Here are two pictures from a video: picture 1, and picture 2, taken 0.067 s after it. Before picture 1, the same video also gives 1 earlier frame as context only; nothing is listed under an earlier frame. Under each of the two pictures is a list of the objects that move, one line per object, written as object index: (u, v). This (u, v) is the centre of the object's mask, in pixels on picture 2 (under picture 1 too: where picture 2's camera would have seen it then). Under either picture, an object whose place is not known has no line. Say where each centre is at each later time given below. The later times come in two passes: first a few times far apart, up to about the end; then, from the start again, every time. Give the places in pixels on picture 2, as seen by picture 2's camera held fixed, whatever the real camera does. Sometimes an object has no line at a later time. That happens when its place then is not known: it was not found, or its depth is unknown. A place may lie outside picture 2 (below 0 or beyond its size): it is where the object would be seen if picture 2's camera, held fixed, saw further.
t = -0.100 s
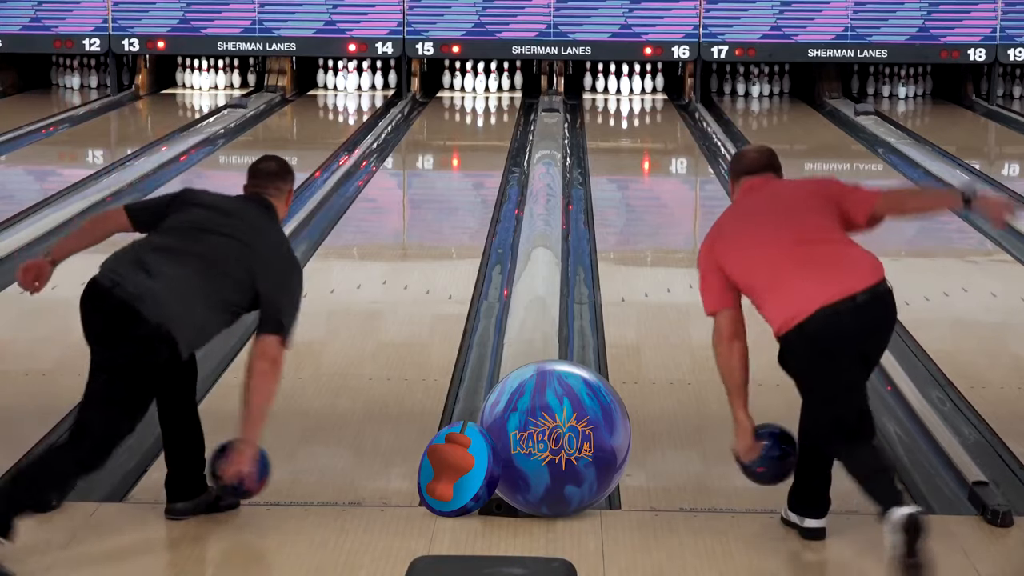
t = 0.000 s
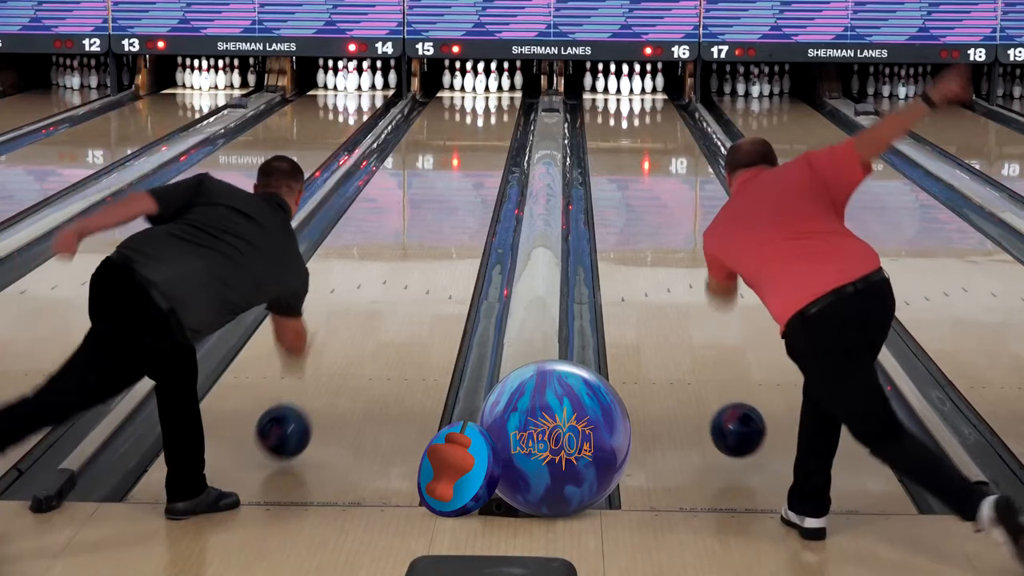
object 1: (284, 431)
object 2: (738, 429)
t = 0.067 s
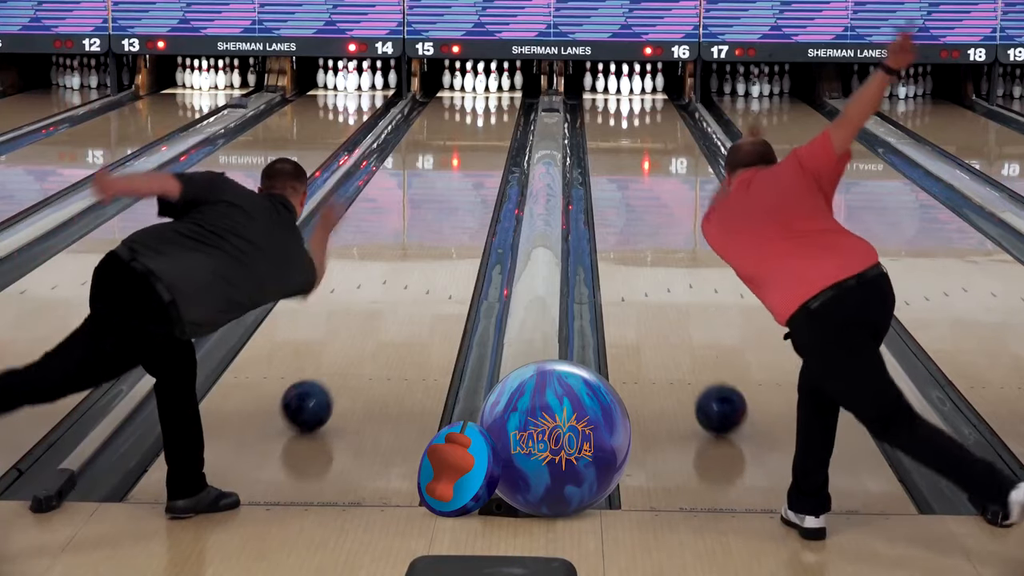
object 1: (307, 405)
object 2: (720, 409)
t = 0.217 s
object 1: (349, 347)
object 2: (691, 351)
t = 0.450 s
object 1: (396, 279)
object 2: (658, 281)
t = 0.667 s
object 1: (428, 233)
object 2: (636, 234)
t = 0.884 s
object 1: (451, 198)
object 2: (621, 198)
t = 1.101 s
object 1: (469, 170)
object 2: (609, 170)
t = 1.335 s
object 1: (484, 146)
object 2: (601, 146)
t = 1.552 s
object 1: (493, 128)
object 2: (597, 128)
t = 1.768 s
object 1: (498, 113)
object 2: (597, 113)
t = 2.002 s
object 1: (495, 100)
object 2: (603, 101)
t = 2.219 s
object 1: (488, 89)
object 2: (614, 91)
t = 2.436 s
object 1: (486, 83)
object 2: (622, 85)
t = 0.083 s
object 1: (312, 398)
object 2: (717, 401)
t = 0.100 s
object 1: (317, 391)
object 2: (713, 395)
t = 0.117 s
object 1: (322, 384)
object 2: (710, 389)
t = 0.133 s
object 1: (327, 377)
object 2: (706, 382)
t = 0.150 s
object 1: (332, 371)
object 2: (703, 375)
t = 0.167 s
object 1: (336, 365)
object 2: (700, 369)
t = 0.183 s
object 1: (341, 358)
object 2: (697, 363)
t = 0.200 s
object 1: (345, 352)
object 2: (693, 356)
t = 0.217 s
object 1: (349, 347)
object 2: (691, 351)
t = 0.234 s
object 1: (353, 341)
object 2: (688, 345)
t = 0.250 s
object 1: (357, 336)
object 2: (685, 339)
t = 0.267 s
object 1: (361, 330)
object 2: (683, 333)
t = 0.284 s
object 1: (364, 325)
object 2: (680, 328)
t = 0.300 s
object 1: (368, 320)
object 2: (677, 323)
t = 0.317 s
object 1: (372, 315)
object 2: (675, 318)
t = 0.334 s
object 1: (375, 310)
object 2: (673, 313)
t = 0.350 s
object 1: (378, 305)
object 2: (670, 308)
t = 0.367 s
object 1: (382, 301)
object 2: (668, 303)
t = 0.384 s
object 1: (385, 296)
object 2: (665, 299)
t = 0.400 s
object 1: (388, 292)
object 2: (664, 294)
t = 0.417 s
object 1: (391, 287)
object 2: (662, 290)
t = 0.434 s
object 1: (394, 283)
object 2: (660, 285)
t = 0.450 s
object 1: (396, 279)
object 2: (658, 281)
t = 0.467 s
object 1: (400, 275)
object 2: (656, 277)
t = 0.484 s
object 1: (402, 271)
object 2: (654, 273)
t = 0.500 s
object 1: (405, 267)
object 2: (652, 269)
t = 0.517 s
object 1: (407, 263)
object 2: (650, 265)
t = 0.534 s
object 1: (410, 259)
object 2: (648, 261)
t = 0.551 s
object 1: (412, 256)
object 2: (647, 257)
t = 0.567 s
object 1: (414, 252)
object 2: (645, 254)
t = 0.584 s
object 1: (417, 249)
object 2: (644, 250)
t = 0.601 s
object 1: (419, 245)
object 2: (642, 247)
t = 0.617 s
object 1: (421, 242)
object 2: (640, 244)
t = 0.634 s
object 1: (424, 239)
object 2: (639, 240)
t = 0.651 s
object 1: (426, 236)
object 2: (638, 237)
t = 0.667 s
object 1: (428, 233)
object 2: (636, 234)
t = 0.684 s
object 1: (430, 230)
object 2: (635, 231)
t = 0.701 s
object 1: (432, 226)
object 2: (633, 228)
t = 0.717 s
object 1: (434, 223)
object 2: (632, 225)
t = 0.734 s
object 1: (436, 221)
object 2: (631, 222)
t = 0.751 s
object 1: (437, 218)
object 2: (630, 219)
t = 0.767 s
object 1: (439, 215)
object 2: (628, 216)
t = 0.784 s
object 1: (441, 213)
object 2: (627, 214)
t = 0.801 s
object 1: (443, 210)
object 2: (626, 211)
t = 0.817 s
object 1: (445, 207)
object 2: (625, 208)
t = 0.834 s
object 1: (446, 205)
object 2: (624, 206)
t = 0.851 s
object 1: (448, 202)
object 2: (623, 203)
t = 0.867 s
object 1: (449, 200)
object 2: (622, 201)
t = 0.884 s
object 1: (451, 198)
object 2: (621, 198)
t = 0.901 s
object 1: (453, 195)
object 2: (619, 196)
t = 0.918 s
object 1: (454, 193)
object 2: (618, 193)
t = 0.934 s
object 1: (456, 191)
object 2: (618, 191)
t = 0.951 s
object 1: (457, 189)
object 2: (617, 189)
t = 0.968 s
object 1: (459, 186)
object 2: (616, 187)
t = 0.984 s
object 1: (460, 184)
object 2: (615, 184)
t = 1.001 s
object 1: (461, 182)
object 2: (614, 182)
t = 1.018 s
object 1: (463, 180)
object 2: (613, 180)
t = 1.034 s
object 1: (464, 178)
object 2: (612, 178)
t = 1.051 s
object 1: (465, 176)
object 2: (611, 176)
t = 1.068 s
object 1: (467, 174)
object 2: (611, 174)
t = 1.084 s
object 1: (468, 172)
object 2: (610, 172)
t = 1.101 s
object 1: (469, 170)
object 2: (609, 170)
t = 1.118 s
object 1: (470, 168)
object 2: (608, 168)
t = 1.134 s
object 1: (471, 166)
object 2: (608, 166)
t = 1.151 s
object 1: (472, 164)
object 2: (607, 165)
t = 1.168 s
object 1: (474, 162)
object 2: (606, 163)
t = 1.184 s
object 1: (475, 160)
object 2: (606, 162)
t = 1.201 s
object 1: (476, 159)
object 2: (605, 159)
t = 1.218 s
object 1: (477, 157)
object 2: (605, 158)
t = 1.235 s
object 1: (478, 156)
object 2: (604, 156)
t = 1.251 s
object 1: (479, 154)
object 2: (604, 155)
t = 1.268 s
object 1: (480, 152)
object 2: (603, 153)
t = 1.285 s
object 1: (481, 150)
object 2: (603, 151)
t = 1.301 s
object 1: (482, 149)
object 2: (602, 149)
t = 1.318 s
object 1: (483, 147)
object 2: (602, 148)
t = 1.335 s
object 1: (484, 146)
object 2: (601, 146)
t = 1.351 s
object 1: (484, 144)
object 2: (601, 145)
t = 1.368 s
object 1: (485, 143)
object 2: (600, 143)
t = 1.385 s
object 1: (486, 141)
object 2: (600, 142)
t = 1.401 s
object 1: (487, 140)
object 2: (599, 140)
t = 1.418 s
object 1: (488, 139)
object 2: (599, 139)
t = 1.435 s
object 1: (489, 137)
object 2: (599, 138)
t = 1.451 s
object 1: (489, 136)
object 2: (599, 136)
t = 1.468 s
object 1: (490, 134)
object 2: (598, 135)
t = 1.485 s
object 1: (491, 133)
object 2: (598, 134)
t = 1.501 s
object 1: (492, 132)
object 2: (598, 132)
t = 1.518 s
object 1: (492, 131)
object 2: (597, 131)
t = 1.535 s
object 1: (493, 129)
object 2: (597, 130)
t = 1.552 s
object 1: (493, 128)
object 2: (597, 128)
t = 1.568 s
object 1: (494, 126)
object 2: (596, 127)
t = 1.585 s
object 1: (495, 125)
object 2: (596, 126)
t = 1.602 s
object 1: (495, 124)
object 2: (597, 125)
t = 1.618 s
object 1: (496, 123)
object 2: (596, 123)
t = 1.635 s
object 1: (496, 122)
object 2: (596, 122)
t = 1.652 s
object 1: (496, 121)
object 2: (596, 121)
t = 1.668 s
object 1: (497, 119)
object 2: (596, 120)
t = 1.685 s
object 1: (497, 118)
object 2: (596, 119)
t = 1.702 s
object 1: (497, 117)
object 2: (596, 117)
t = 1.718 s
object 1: (497, 116)
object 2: (596, 116)
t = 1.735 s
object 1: (498, 115)
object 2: (596, 116)
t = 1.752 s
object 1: (498, 114)
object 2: (596, 114)
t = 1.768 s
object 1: (498, 113)
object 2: (597, 113)
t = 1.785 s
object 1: (498, 112)
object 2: (597, 112)
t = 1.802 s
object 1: (498, 111)
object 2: (597, 112)
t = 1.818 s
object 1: (498, 110)
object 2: (597, 111)
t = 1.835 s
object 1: (498, 109)
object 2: (598, 110)
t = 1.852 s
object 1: (498, 108)
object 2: (598, 109)
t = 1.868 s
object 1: (498, 107)
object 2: (599, 108)
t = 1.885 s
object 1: (498, 106)
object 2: (599, 107)
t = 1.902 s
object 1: (498, 105)
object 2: (600, 106)
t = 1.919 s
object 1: (497, 104)
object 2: (600, 105)
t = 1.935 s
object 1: (497, 103)
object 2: (601, 104)
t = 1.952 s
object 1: (497, 102)
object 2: (602, 103)
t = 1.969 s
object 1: (496, 101)
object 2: (602, 102)
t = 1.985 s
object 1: (496, 101)
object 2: (602, 102)
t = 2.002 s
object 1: (495, 100)
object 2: (603, 101)
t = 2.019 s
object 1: (495, 99)
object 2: (604, 100)
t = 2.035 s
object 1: (494, 98)
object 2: (604, 99)
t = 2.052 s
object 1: (494, 97)
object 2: (605, 98)
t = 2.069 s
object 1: (494, 96)
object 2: (606, 97)
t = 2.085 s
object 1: (493, 95)
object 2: (607, 96)
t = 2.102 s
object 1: (492, 95)
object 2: (608, 96)
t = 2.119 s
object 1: (492, 94)
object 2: (609, 95)
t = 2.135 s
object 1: (491, 93)
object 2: (610, 94)
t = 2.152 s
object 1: (491, 92)
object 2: (610, 94)
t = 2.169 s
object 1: (490, 92)
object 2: (611, 93)
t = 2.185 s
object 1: (489, 91)
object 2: (612, 92)
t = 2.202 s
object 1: (488, 90)
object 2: (613, 92)
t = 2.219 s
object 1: (488, 89)
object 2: (614, 91)
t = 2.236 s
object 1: (487, 89)
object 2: (615, 90)
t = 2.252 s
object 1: (486, 88)
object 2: (616, 90)
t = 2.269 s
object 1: (486, 87)
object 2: (617, 89)
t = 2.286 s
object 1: (485, 87)
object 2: (618, 88)
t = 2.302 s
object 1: (486, 86)
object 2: (618, 87)
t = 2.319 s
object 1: (486, 85)
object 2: (618, 87)
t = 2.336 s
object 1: (486, 85)
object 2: (618, 87)
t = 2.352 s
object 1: (486, 85)
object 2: (619, 86)
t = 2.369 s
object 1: (486, 84)
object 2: (619, 86)
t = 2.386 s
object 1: (486, 84)
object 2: (620, 86)
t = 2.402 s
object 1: (485, 83)
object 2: (621, 86)
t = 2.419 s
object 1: (486, 83)
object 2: (621, 86)
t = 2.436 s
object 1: (486, 83)
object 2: (622, 85)
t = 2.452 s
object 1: (486, 83)
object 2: (622, 85)
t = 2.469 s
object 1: (486, 82)
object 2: (622, 84)
